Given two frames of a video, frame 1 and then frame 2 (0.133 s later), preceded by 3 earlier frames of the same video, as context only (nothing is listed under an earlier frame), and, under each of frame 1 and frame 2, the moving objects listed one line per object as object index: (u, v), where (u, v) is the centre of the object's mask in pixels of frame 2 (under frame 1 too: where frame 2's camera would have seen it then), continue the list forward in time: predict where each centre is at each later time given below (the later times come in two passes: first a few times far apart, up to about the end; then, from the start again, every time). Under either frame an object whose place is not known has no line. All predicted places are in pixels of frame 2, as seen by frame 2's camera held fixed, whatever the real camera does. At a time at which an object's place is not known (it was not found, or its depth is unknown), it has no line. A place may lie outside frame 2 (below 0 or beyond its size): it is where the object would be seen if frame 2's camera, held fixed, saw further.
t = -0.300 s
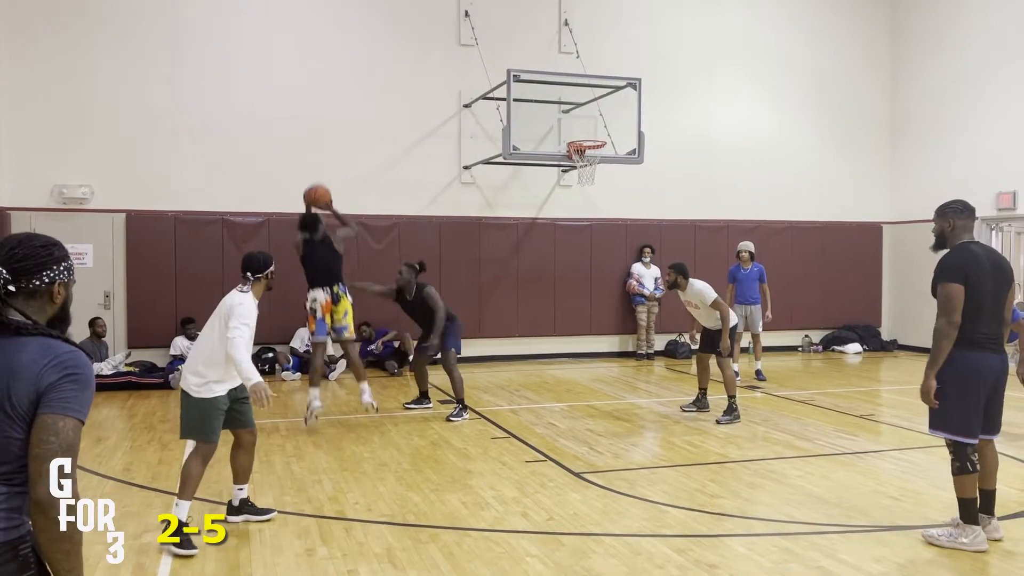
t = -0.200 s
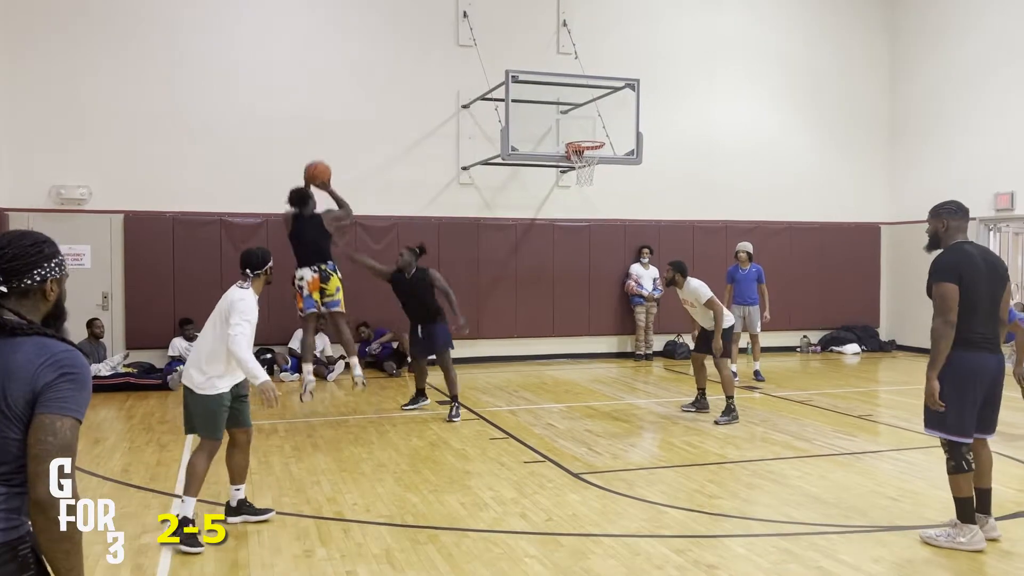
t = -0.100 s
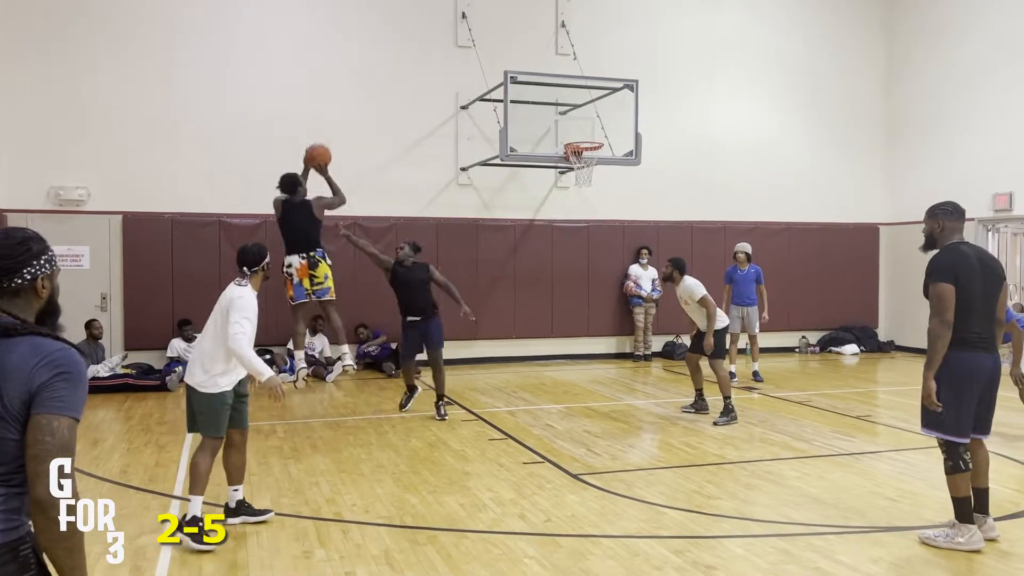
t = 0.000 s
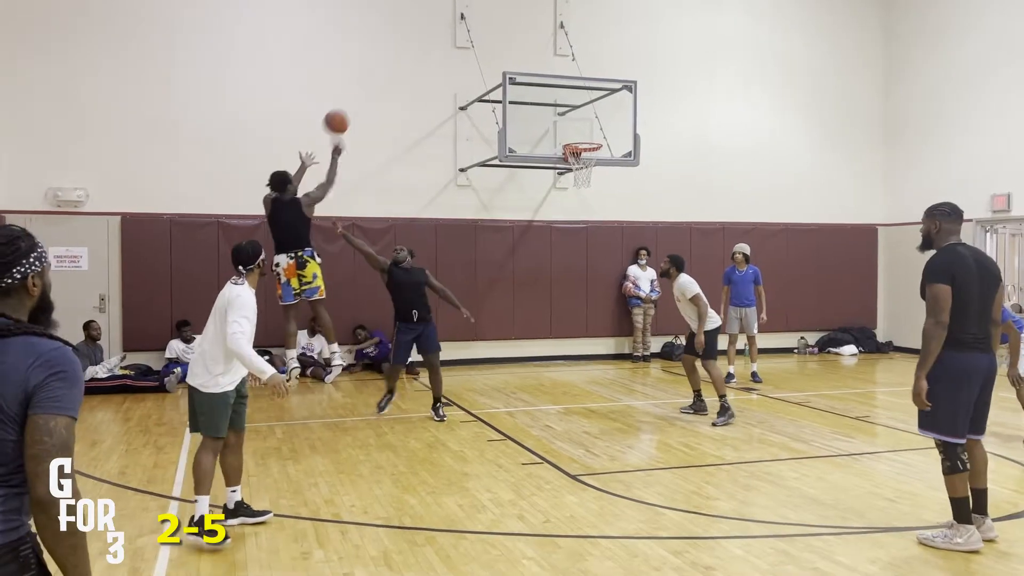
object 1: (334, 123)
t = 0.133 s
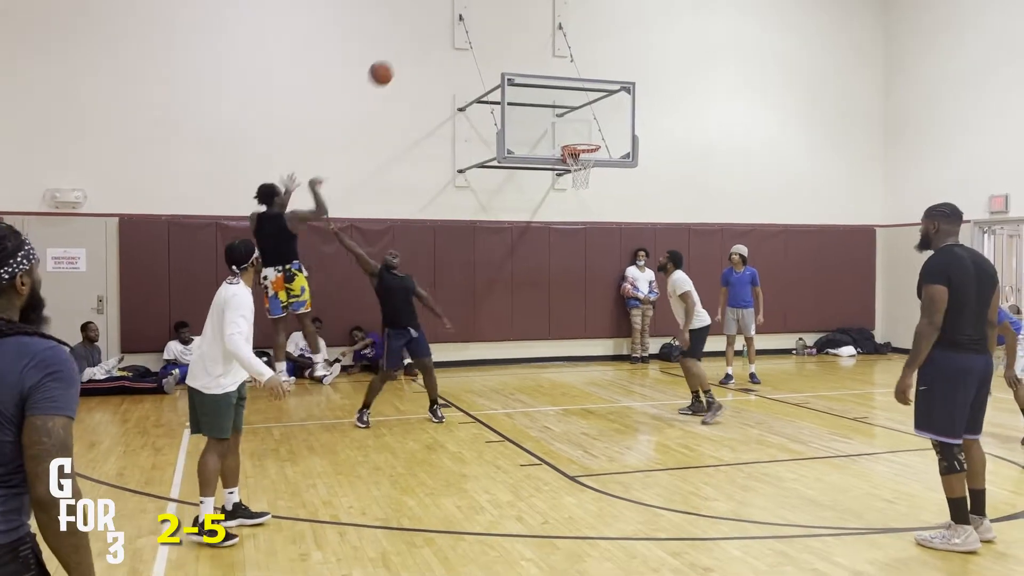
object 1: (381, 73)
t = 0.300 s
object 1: (433, 39)
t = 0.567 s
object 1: (507, 42)
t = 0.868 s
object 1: (579, 114)
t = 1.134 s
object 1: (590, 133)
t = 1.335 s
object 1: (600, 138)
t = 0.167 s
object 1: (392, 64)
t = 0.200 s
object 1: (402, 56)
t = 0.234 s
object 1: (413, 49)
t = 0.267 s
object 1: (423, 43)
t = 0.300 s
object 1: (433, 39)
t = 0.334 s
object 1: (443, 36)
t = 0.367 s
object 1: (453, 33)
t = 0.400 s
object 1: (462, 33)
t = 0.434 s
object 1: (471, 32)
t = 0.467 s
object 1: (481, 33)
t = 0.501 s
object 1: (489, 35)
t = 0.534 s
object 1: (498, 38)
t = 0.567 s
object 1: (507, 42)
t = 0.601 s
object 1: (516, 46)
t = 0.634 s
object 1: (524, 52)
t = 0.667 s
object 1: (532, 58)
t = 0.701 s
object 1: (540, 65)
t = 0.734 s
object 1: (548, 73)
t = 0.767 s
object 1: (556, 83)
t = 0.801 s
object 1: (563, 92)
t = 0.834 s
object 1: (571, 102)
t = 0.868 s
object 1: (579, 114)
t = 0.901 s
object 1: (585, 125)
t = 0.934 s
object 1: (592, 136)
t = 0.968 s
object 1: (592, 135)
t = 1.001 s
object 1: (591, 133)
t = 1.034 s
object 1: (591, 132)
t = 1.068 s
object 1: (591, 131)
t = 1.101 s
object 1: (590, 132)
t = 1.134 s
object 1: (590, 133)
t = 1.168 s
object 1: (590, 135)
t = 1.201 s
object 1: (591, 136)
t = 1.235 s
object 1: (592, 136)
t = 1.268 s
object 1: (594, 137)
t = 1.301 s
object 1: (596, 139)
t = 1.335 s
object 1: (600, 138)
